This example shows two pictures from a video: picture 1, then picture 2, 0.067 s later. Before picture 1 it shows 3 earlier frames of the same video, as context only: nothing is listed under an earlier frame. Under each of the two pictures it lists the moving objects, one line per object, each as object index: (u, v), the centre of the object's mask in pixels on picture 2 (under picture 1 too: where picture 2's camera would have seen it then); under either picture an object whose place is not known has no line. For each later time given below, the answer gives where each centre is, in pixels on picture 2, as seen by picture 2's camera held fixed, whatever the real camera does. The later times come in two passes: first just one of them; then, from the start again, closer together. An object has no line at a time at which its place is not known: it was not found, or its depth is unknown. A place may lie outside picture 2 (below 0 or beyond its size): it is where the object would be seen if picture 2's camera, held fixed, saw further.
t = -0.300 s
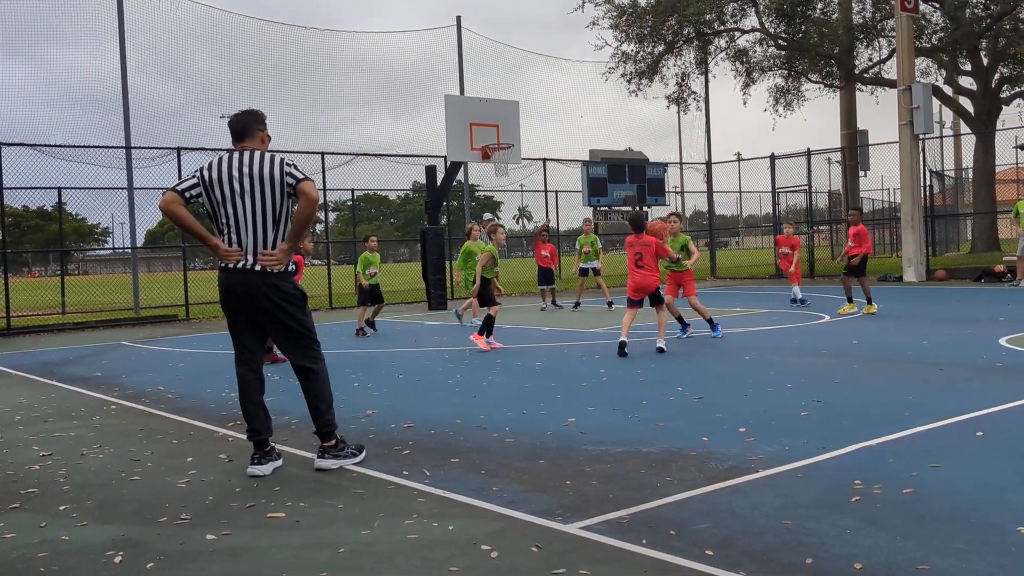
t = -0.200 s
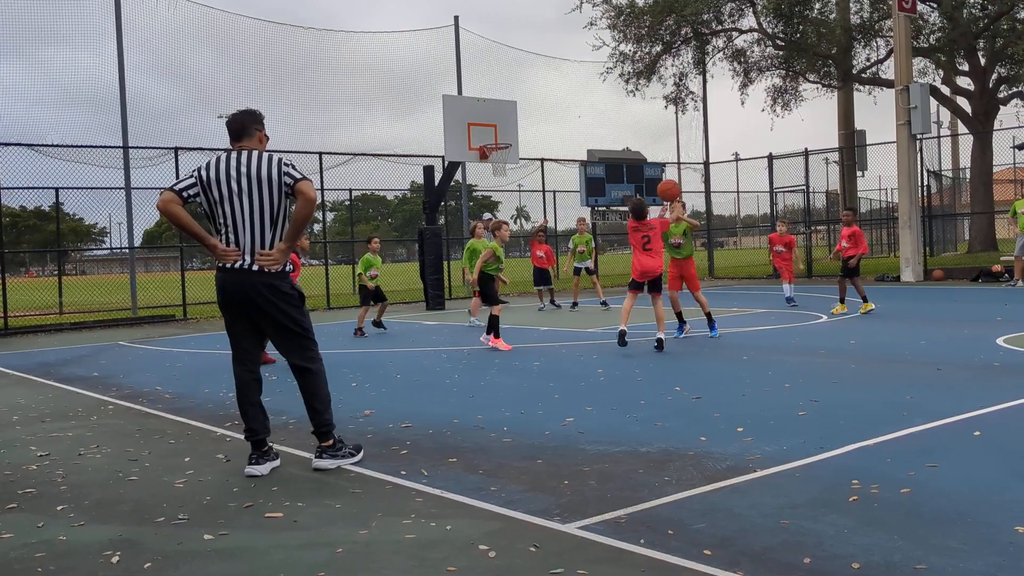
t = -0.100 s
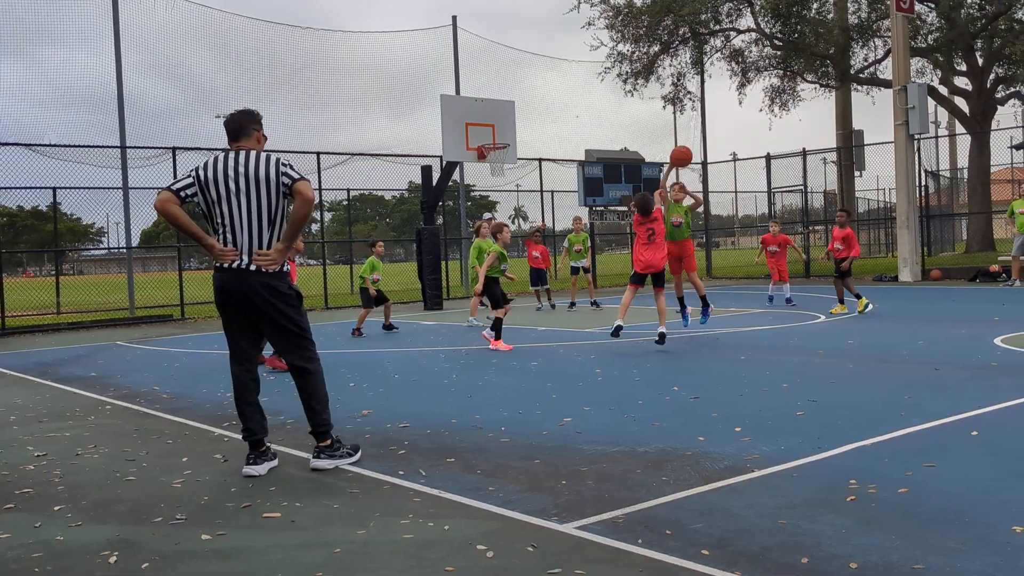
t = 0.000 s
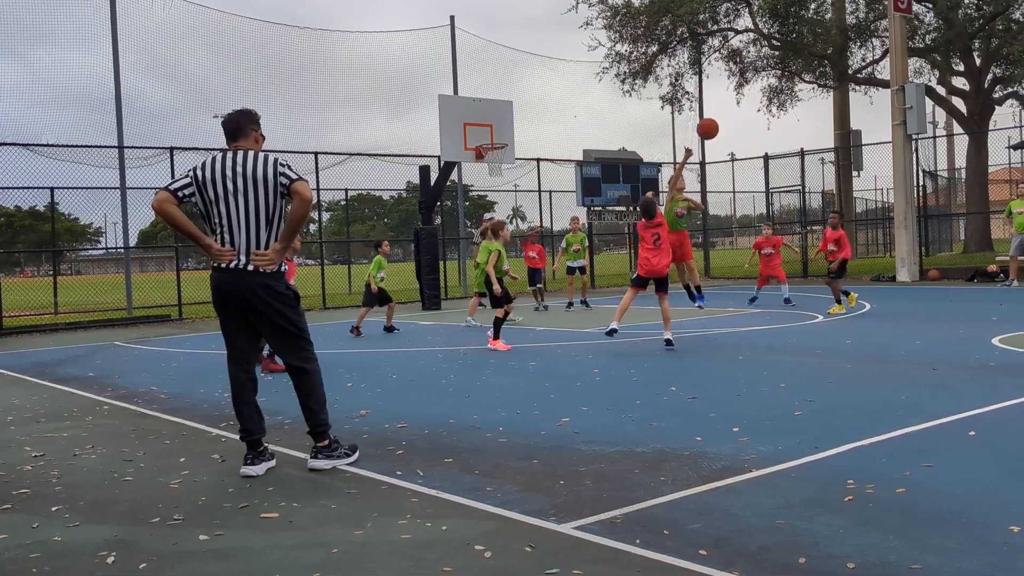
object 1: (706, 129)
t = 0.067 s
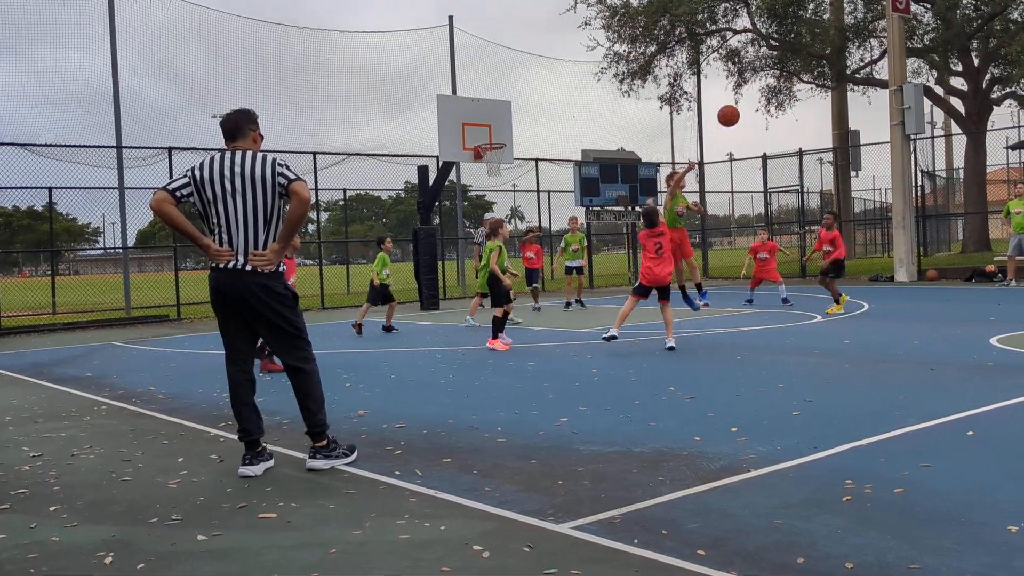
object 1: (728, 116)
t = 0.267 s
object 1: (797, 100)
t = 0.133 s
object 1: (751, 107)
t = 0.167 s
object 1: (763, 104)
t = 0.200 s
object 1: (774, 101)
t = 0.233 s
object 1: (786, 100)
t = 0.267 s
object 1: (797, 100)
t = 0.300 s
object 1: (809, 102)
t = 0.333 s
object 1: (820, 104)
